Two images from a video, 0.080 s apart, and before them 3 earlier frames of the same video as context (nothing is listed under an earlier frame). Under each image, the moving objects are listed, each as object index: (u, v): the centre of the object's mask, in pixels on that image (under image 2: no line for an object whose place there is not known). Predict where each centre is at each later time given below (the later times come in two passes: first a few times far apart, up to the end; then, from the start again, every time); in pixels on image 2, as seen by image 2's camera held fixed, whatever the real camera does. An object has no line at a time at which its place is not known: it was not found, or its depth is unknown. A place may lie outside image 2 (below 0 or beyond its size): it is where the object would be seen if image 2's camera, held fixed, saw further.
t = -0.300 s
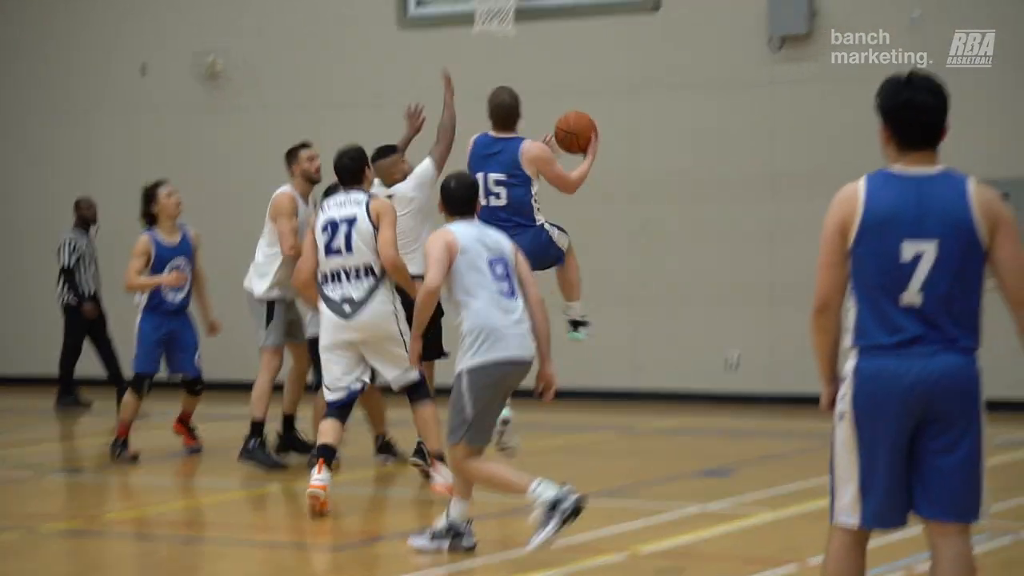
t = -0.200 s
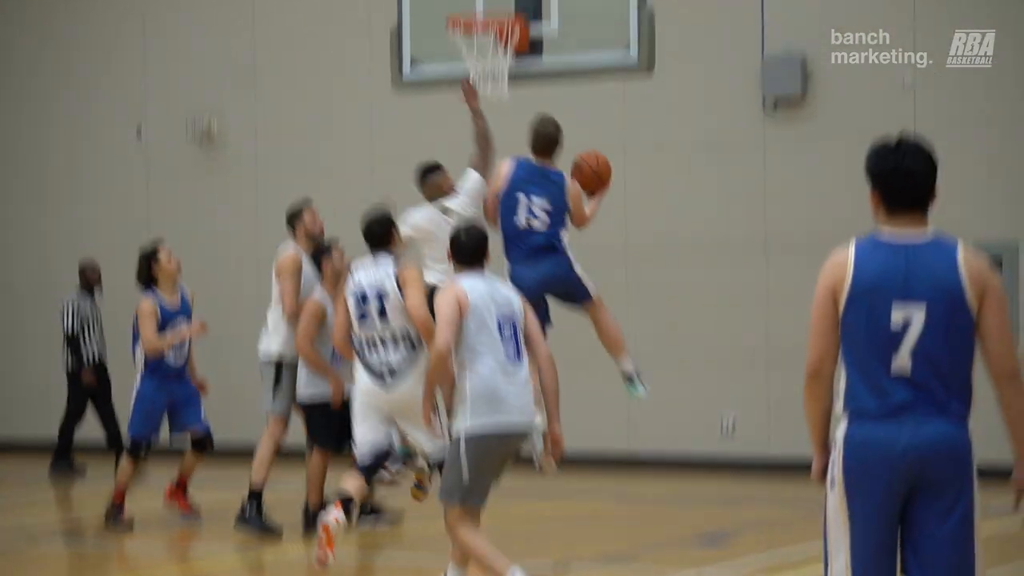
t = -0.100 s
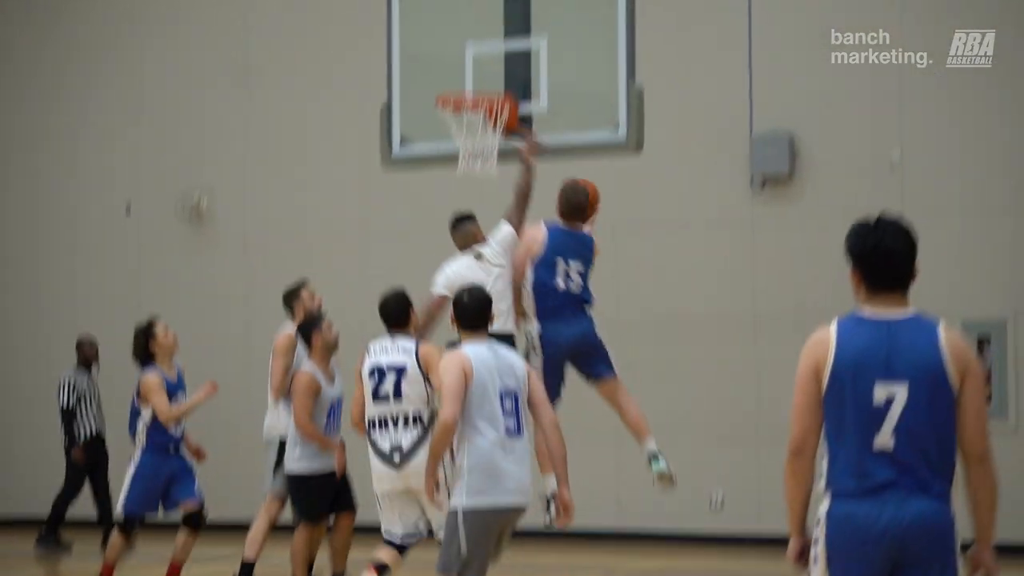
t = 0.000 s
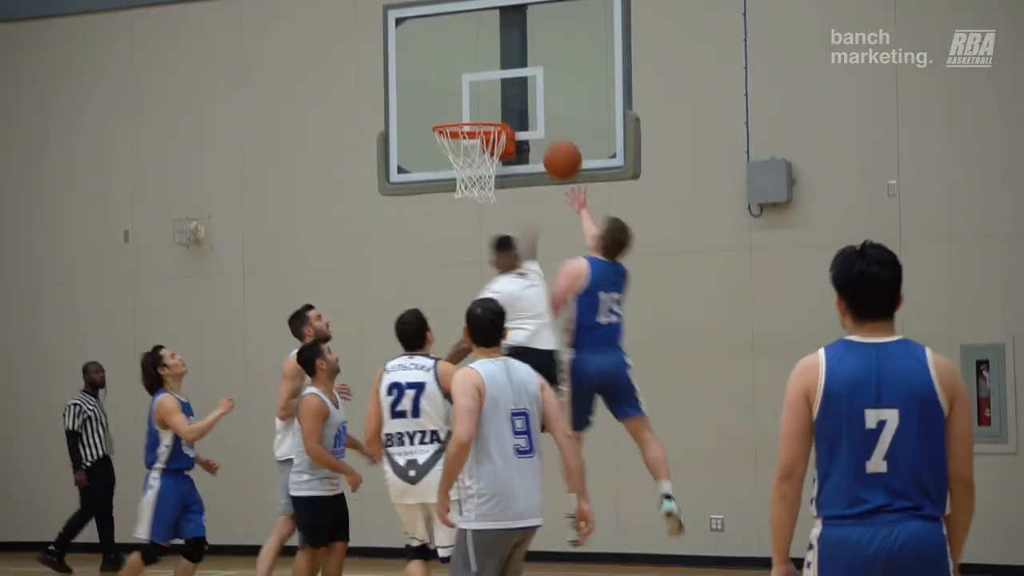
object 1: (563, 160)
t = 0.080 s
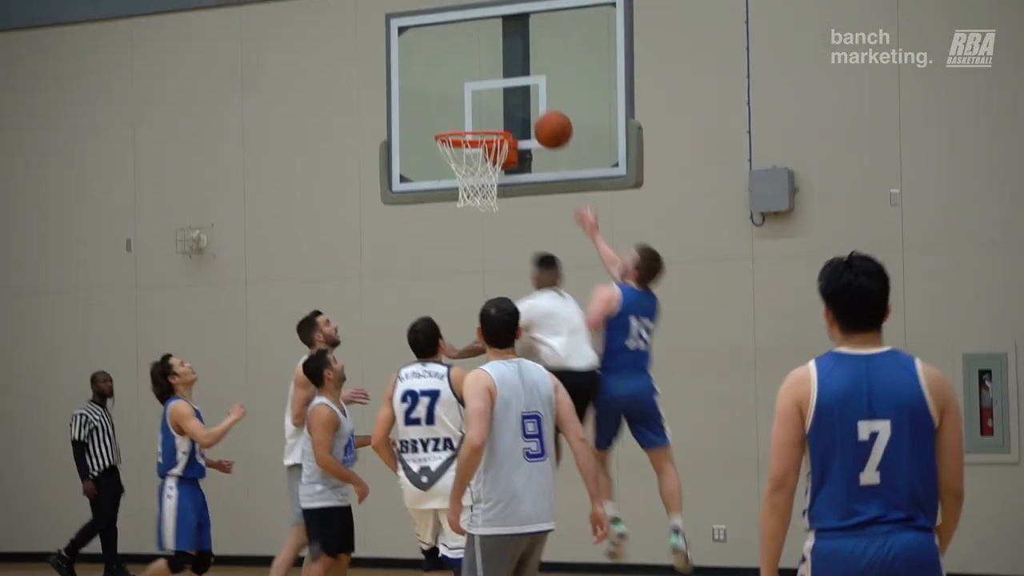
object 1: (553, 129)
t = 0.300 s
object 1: (516, 72)
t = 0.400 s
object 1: (493, 69)
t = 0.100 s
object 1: (550, 121)
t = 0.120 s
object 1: (547, 114)
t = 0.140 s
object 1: (544, 107)
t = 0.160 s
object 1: (541, 100)
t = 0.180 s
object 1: (539, 95)
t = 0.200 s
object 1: (536, 90)
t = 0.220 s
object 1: (534, 86)
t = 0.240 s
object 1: (530, 82)
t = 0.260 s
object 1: (525, 78)
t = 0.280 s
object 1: (521, 75)
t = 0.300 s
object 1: (516, 72)
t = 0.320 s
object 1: (512, 70)
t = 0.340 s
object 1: (507, 69)
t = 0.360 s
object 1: (503, 68)
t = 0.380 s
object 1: (498, 68)
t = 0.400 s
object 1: (493, 69)
